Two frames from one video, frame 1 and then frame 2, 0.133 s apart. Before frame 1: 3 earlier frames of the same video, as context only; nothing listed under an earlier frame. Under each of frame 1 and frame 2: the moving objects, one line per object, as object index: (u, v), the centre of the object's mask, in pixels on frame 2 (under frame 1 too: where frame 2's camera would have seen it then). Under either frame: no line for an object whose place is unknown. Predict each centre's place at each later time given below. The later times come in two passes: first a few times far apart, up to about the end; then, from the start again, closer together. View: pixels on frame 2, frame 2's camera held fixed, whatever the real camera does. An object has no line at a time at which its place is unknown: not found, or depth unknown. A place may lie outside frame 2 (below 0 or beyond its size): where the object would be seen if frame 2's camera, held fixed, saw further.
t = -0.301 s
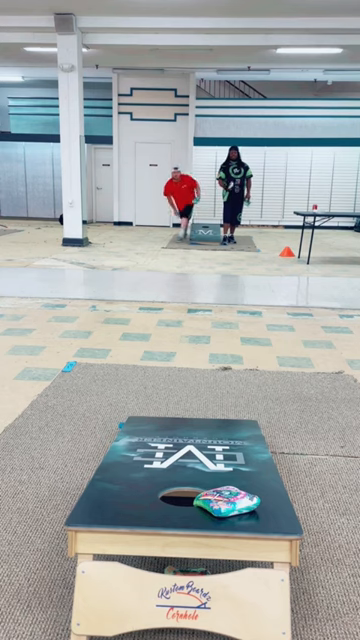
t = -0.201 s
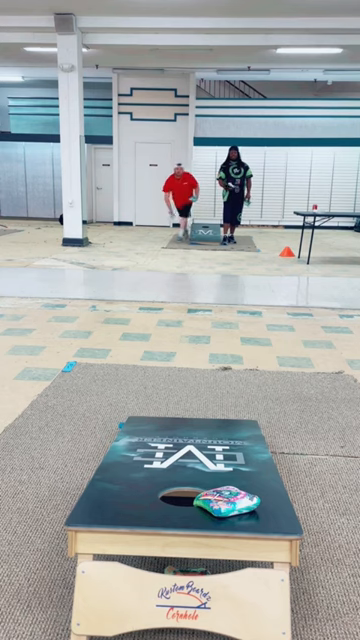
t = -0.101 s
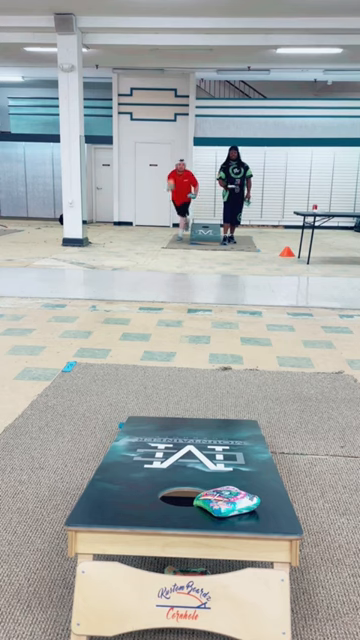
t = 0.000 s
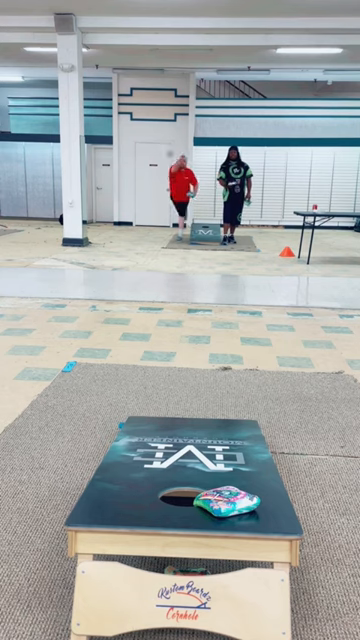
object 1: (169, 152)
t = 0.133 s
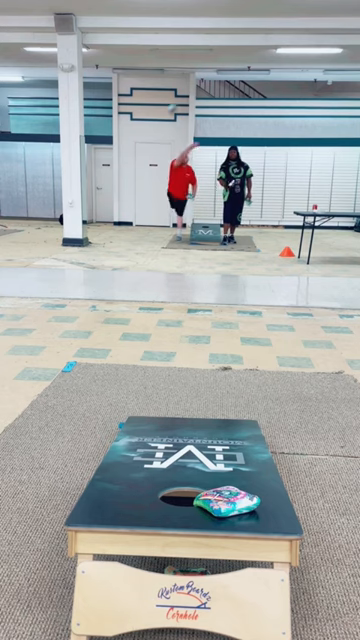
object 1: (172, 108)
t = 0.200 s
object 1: (172, 87)
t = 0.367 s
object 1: (174, 41)
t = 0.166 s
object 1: (172, 98)
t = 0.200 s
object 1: (172, 87)
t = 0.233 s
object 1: (173, 77)
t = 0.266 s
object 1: (174, 69)
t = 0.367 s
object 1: (174, 41)
